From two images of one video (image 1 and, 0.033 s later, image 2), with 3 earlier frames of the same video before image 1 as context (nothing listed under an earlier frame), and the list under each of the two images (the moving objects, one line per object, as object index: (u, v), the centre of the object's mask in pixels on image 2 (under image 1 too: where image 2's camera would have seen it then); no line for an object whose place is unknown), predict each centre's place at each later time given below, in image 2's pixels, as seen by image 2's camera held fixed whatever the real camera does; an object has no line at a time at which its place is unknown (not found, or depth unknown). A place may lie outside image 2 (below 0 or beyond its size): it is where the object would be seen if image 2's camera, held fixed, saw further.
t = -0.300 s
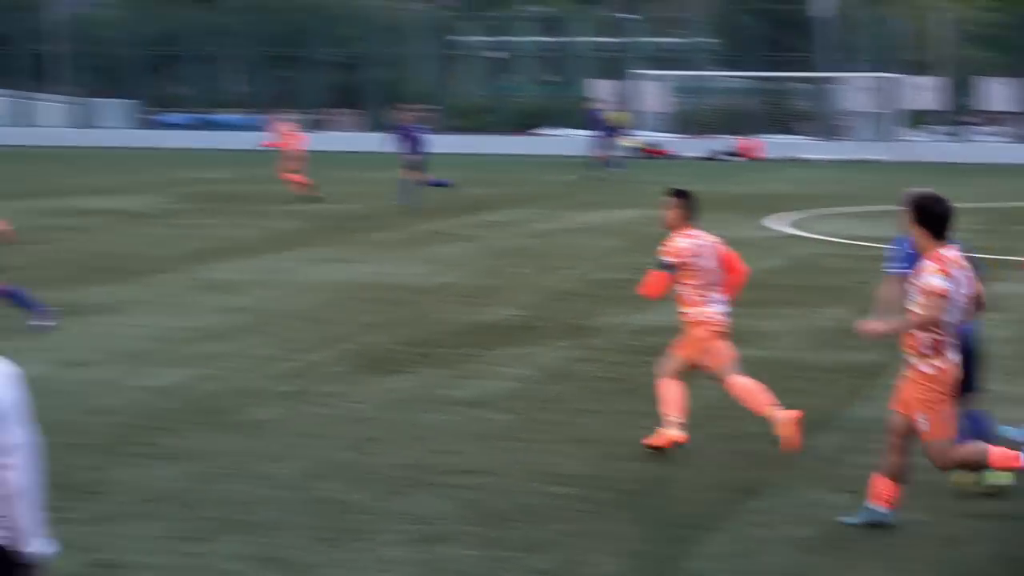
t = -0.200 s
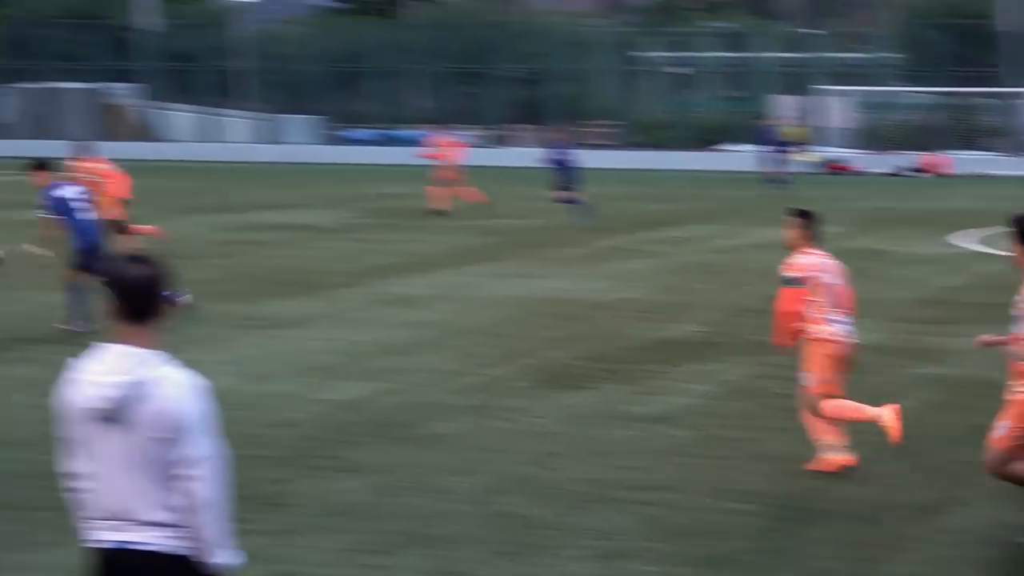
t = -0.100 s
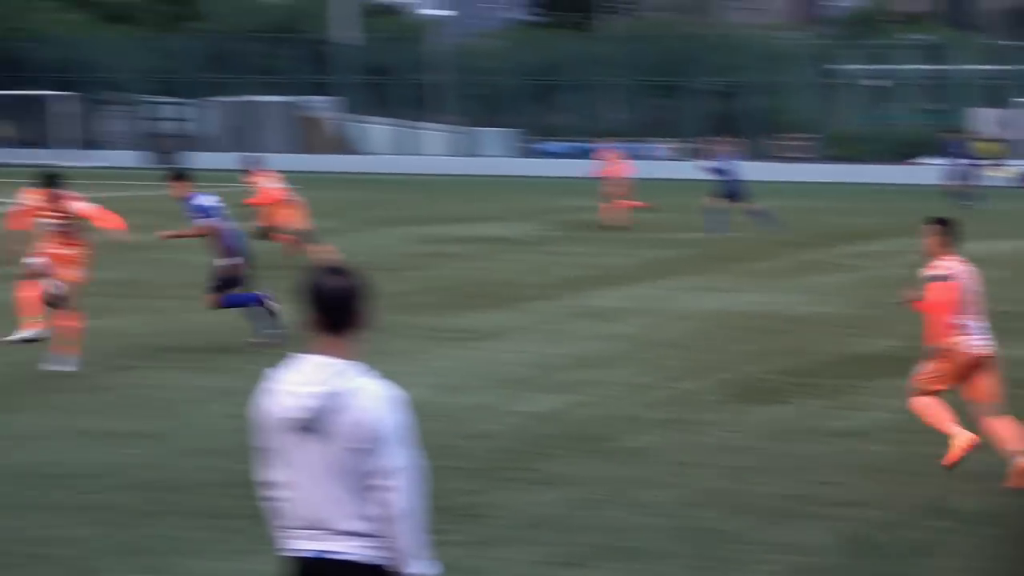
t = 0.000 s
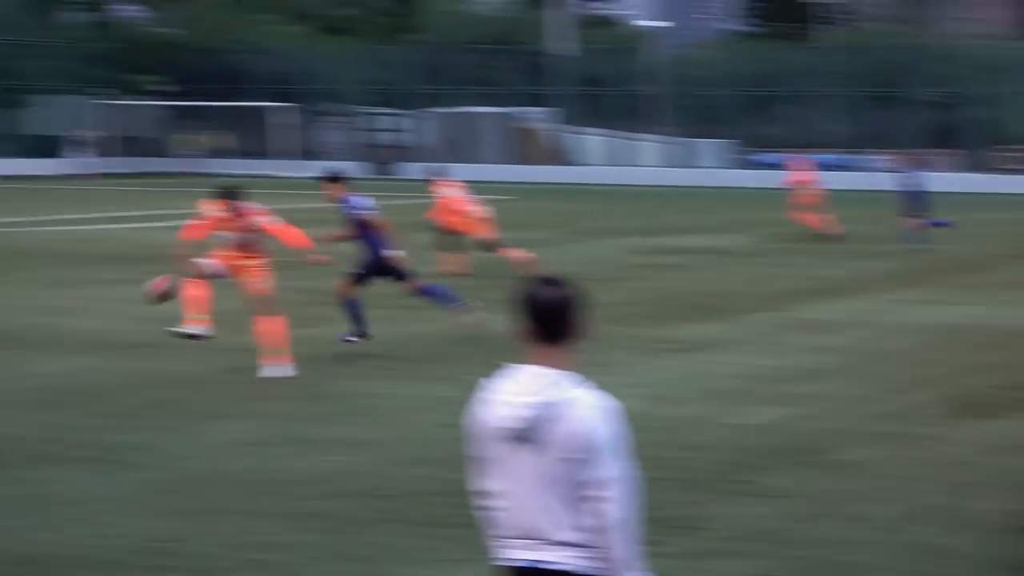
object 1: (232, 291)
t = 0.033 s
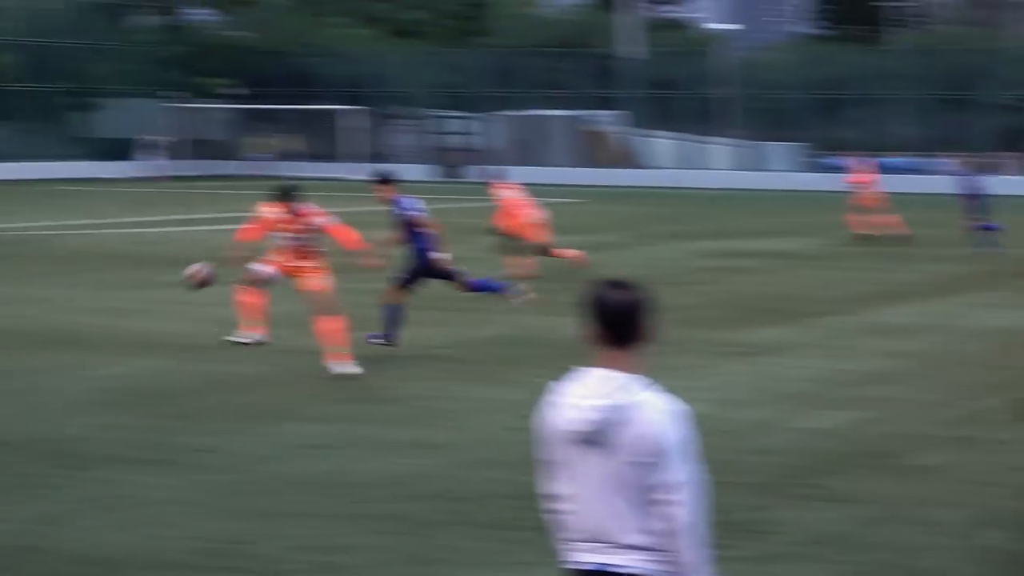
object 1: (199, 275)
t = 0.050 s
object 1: (183, 267)
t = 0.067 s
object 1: (167, 262)
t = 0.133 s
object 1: (114, 241)
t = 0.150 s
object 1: (101, 237)
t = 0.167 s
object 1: (87, 233)
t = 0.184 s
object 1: (74, 230)
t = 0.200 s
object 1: (59, 223)
